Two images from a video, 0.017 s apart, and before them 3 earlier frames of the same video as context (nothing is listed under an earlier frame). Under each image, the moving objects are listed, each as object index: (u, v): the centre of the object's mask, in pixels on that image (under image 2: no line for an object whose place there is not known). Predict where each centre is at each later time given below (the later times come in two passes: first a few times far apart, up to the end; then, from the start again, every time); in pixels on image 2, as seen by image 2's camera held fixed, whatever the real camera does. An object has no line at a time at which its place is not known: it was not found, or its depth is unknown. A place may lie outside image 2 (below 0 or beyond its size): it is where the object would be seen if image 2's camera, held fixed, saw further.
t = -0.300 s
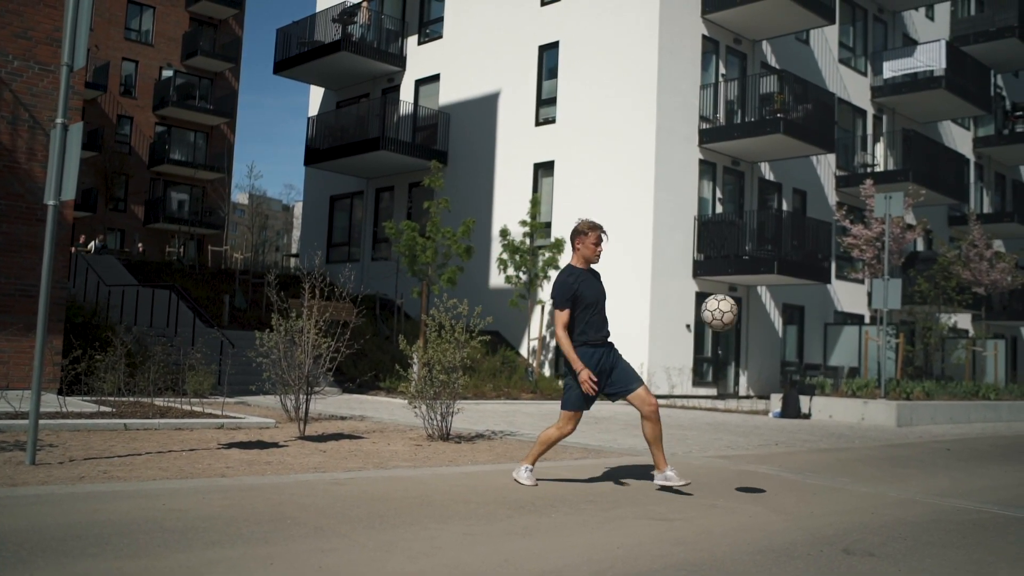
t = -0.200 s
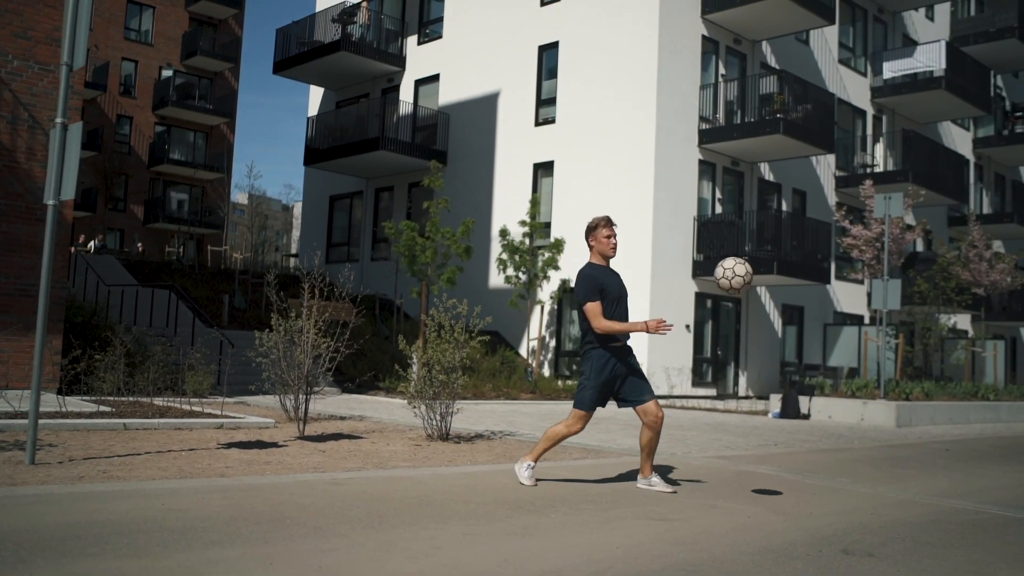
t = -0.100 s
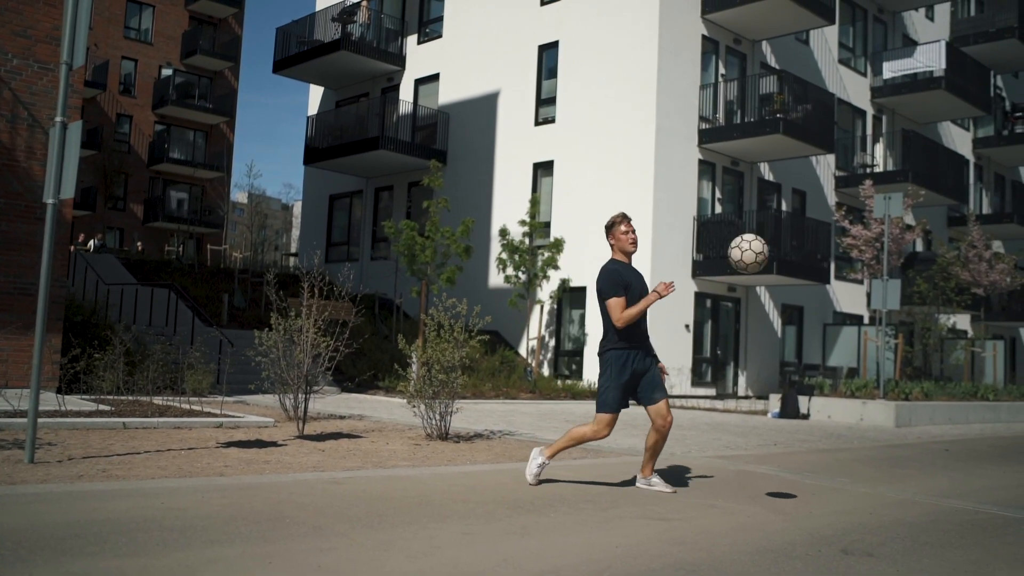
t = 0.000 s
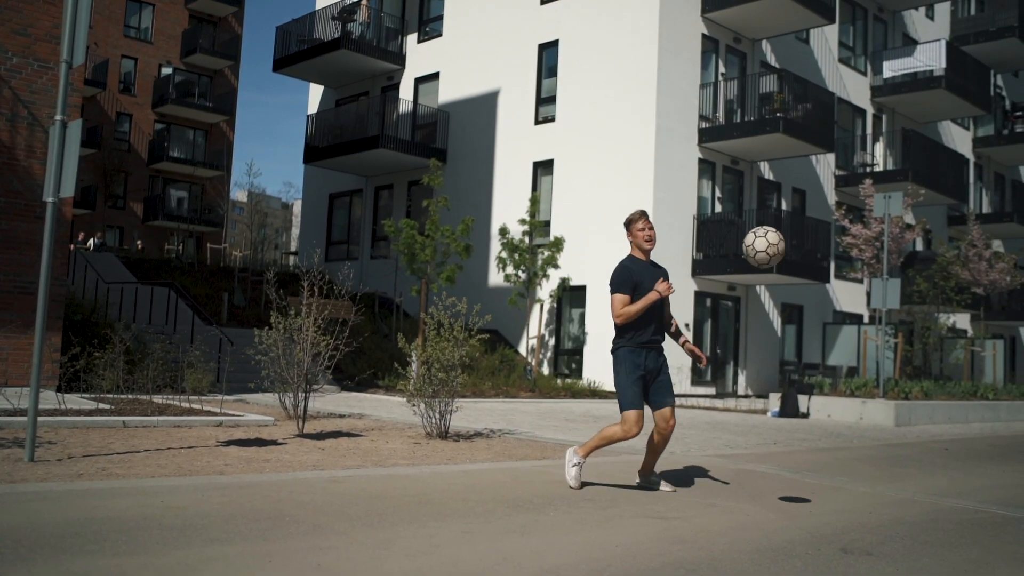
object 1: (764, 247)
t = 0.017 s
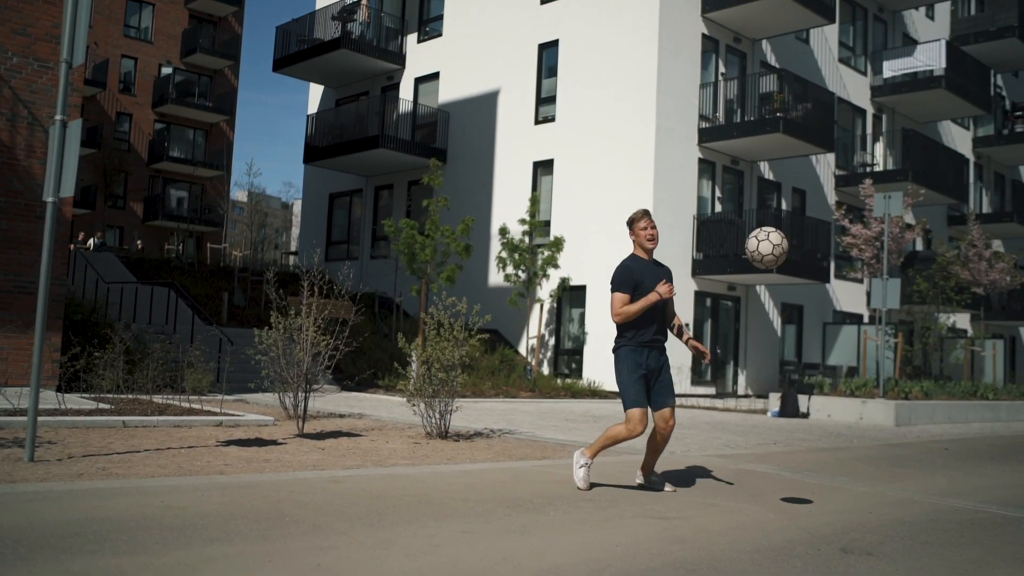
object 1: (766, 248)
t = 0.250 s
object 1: (808, 323)
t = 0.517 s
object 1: (860, 564)
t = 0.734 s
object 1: (876, 426)
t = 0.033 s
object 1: (769, 250)
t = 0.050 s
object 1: (772, 251)
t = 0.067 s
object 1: (775, 254)
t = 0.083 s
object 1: (778, 257)
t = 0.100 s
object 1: (780, 260)
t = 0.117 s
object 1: (783, 264)
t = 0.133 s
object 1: (787, 269)
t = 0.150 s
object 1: (789, 275)
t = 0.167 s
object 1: (792, 282)
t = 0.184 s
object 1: (795, 289)
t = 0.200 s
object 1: (799, 296)
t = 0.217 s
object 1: (801, 304)
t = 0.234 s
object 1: (805, 314)
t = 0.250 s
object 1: (808, 323)
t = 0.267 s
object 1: (811, 334)
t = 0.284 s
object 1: (814, 345)
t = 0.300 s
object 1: (817, 358)
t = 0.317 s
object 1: (821, 370)
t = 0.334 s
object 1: (824, 384)
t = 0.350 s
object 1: (827, 399)
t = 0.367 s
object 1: (831, 415)
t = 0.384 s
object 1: (834, 432)
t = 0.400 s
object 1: (837, 449)
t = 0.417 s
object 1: (840, 468)
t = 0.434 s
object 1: (844, 487)
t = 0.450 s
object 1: (848, 508)
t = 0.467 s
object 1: (852, 529)
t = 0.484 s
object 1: (855, 552)
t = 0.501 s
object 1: (858, 567)
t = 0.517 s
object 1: (860, 564)
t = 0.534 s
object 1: (862, 555)
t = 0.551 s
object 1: (863, 541)
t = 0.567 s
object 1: (864, 528)
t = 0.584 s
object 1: (865, 515)
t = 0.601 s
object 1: (867, 503)
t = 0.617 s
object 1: (868, 491)
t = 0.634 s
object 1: (870, 480)
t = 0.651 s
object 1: (871, 470)
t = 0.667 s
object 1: (872, 460)
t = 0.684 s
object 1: (873, 451)
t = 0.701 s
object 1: (874, 442)
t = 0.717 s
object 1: (875, 434)
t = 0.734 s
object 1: (876, 426)
